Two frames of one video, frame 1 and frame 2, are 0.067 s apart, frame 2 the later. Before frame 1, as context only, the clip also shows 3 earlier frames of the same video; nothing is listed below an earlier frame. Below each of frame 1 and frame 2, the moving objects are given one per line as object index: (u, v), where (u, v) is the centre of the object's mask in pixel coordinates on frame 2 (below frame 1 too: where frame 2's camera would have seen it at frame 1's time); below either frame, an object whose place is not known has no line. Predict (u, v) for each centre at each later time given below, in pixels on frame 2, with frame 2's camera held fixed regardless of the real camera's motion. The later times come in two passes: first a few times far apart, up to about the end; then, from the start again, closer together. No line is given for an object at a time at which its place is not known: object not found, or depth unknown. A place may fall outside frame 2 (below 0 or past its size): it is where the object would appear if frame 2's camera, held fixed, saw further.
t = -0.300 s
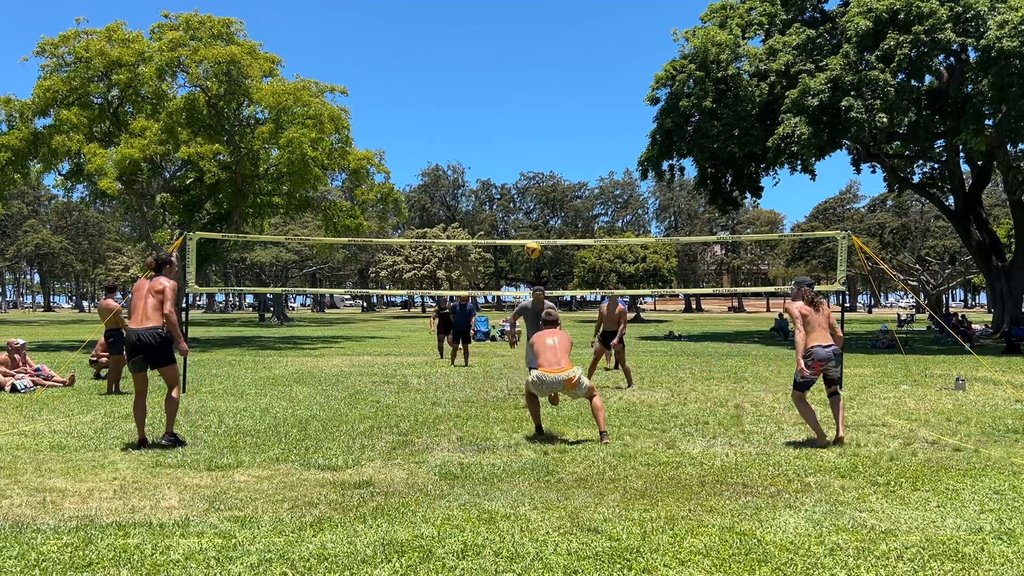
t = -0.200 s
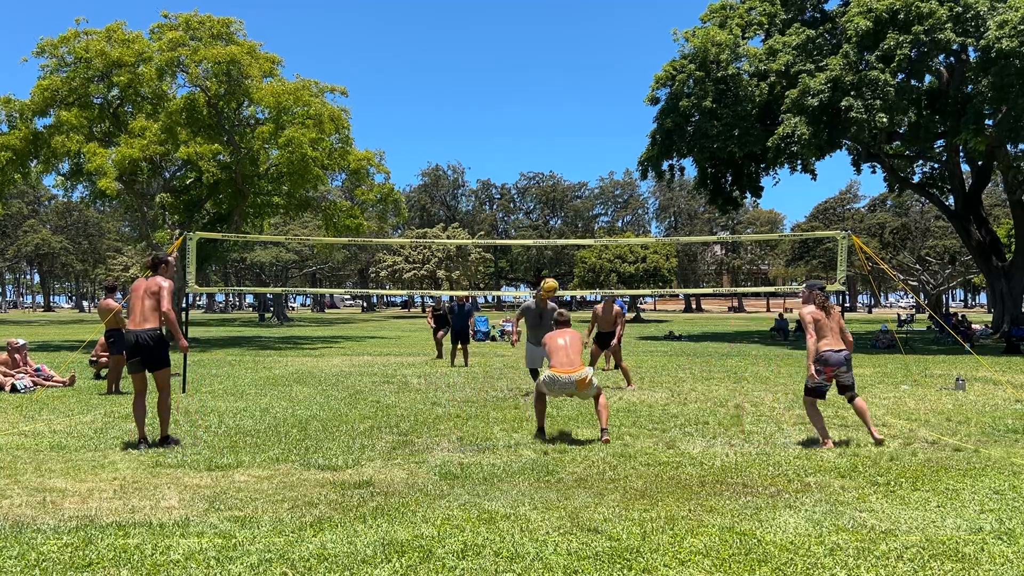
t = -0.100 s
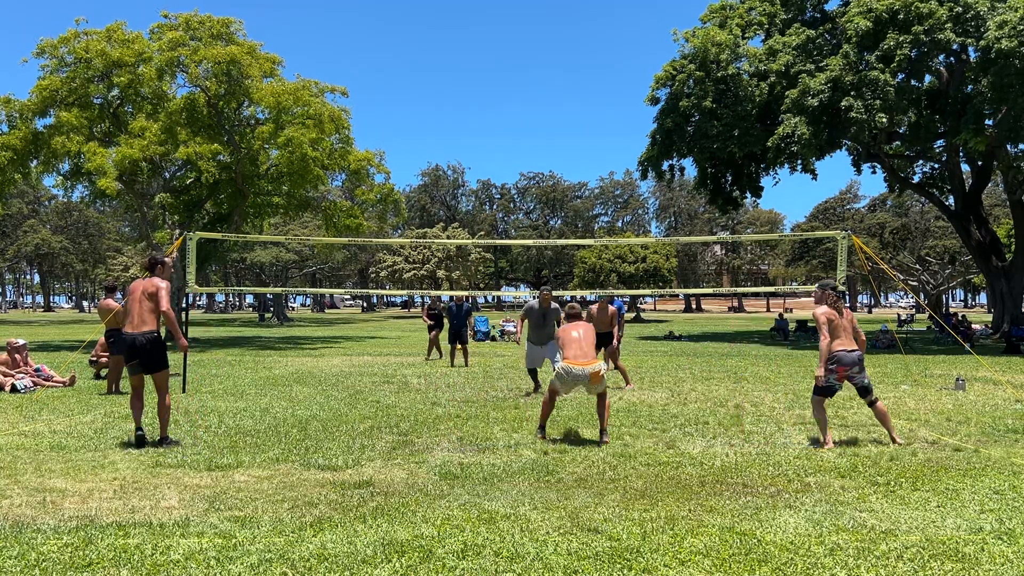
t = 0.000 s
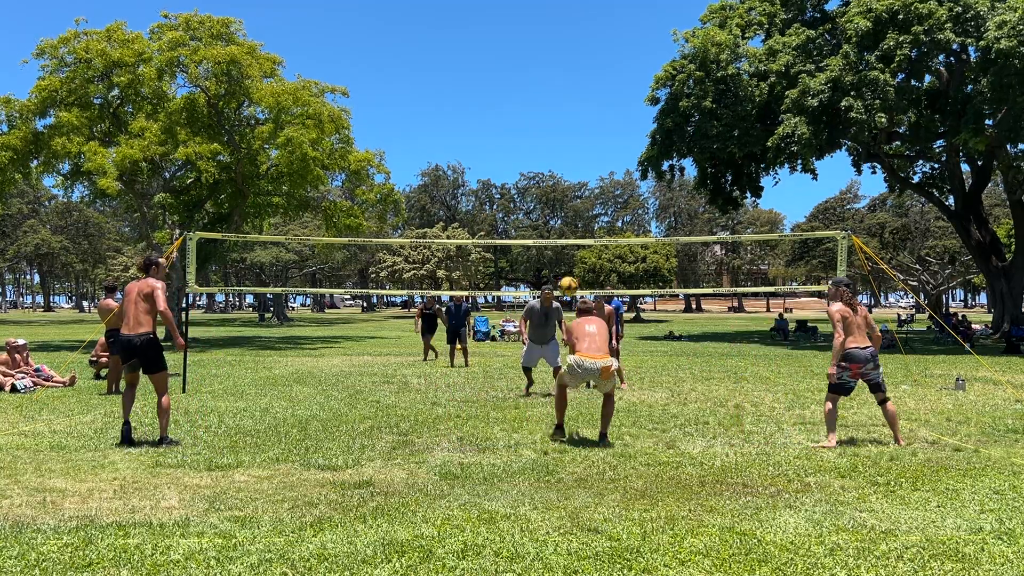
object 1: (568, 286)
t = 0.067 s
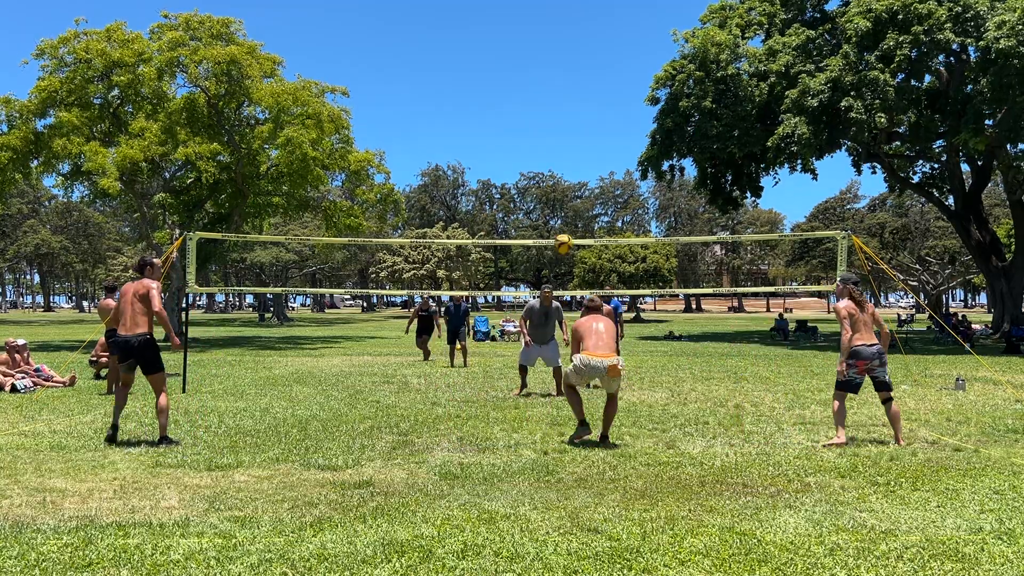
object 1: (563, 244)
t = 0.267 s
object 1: (553, 148)
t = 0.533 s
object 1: (542, 86)
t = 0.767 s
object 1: (533, 83)
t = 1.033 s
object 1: (524, 124)
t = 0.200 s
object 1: (556, 175)
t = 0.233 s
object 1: (555, 161)
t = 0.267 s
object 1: (553, 148)
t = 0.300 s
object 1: (552, 137)
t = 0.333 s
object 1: (550, 126)
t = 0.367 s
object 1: (549, 117)
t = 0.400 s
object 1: (547, 109)
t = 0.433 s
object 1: (546, 101)
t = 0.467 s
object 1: (545, 95)
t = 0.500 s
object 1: (544, 91)
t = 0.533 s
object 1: (542, 86)
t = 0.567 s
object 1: (541, 83)
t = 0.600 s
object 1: (540, 81)
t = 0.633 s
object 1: (538, 80)
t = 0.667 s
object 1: (537, 79)
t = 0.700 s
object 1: (536, 79)
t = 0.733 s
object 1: (535, 81)
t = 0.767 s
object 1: (533, 83)
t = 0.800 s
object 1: (533, 85)
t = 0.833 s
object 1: (531, 89)
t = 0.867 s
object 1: (530, 93)
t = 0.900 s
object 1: (529, 98)
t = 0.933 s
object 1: (528, 103)
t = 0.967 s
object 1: (527, 110)
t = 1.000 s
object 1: (525, 117)
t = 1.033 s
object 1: (524, 124)
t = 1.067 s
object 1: (523, 133)
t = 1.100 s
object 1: (522, 142)
